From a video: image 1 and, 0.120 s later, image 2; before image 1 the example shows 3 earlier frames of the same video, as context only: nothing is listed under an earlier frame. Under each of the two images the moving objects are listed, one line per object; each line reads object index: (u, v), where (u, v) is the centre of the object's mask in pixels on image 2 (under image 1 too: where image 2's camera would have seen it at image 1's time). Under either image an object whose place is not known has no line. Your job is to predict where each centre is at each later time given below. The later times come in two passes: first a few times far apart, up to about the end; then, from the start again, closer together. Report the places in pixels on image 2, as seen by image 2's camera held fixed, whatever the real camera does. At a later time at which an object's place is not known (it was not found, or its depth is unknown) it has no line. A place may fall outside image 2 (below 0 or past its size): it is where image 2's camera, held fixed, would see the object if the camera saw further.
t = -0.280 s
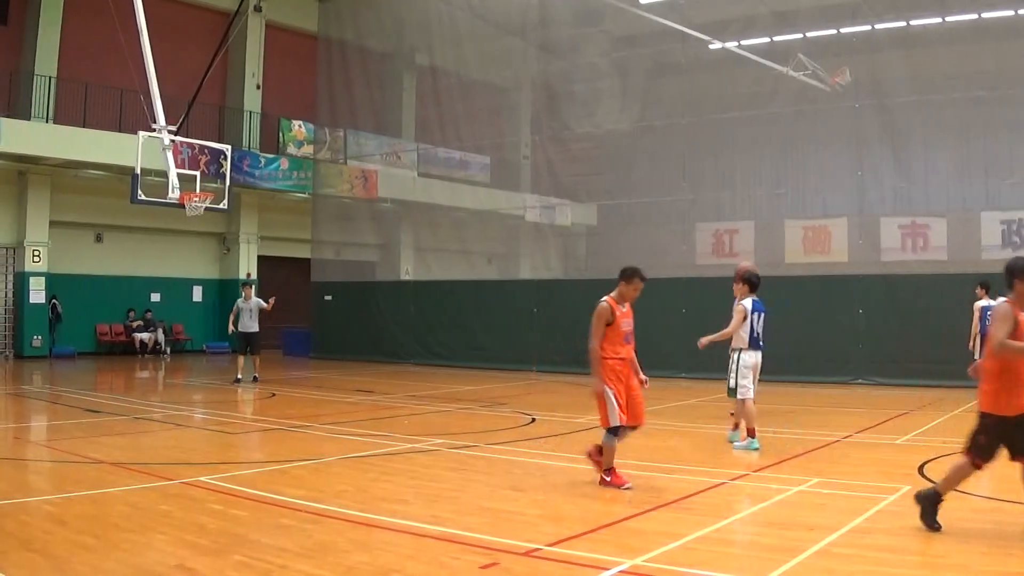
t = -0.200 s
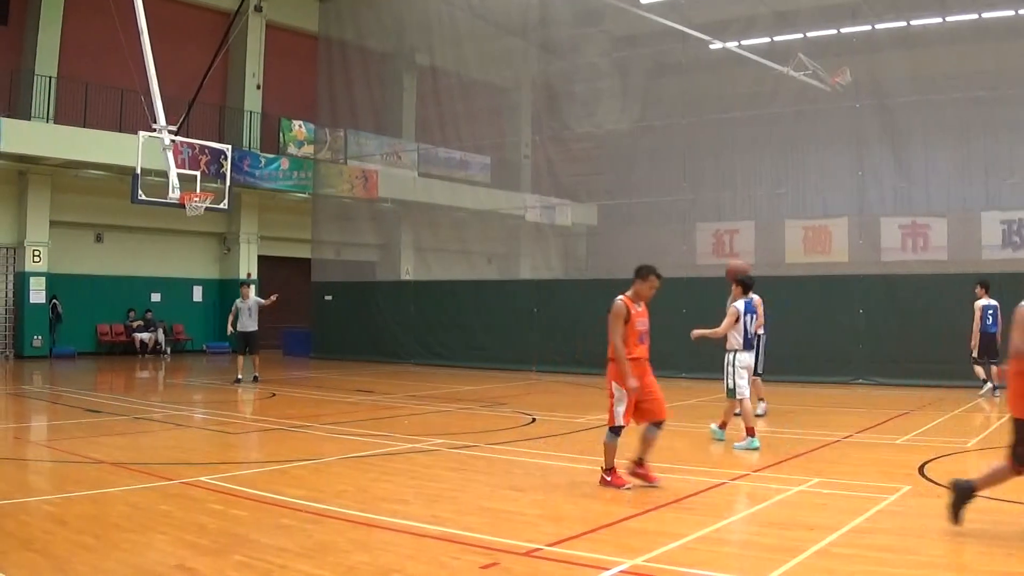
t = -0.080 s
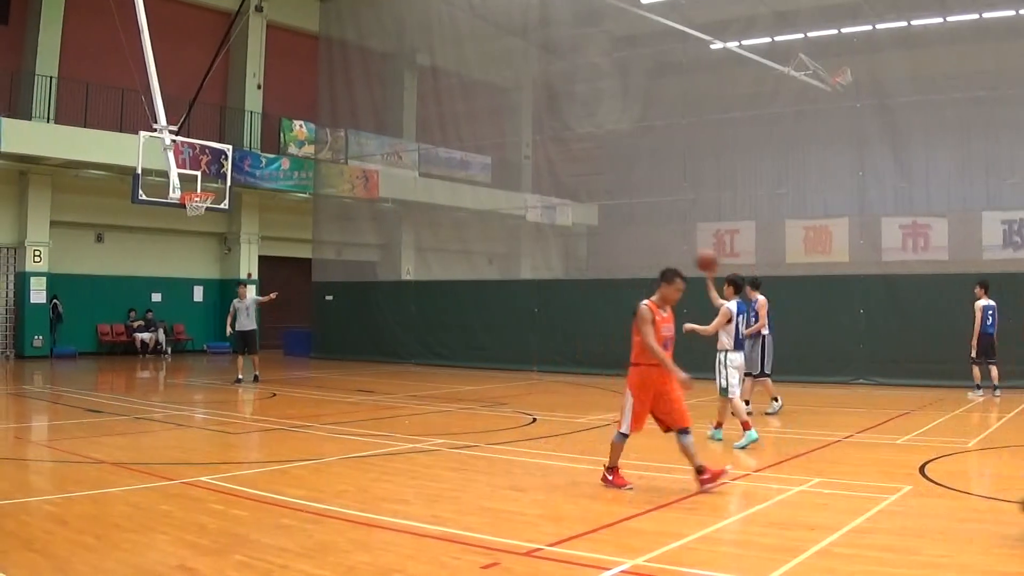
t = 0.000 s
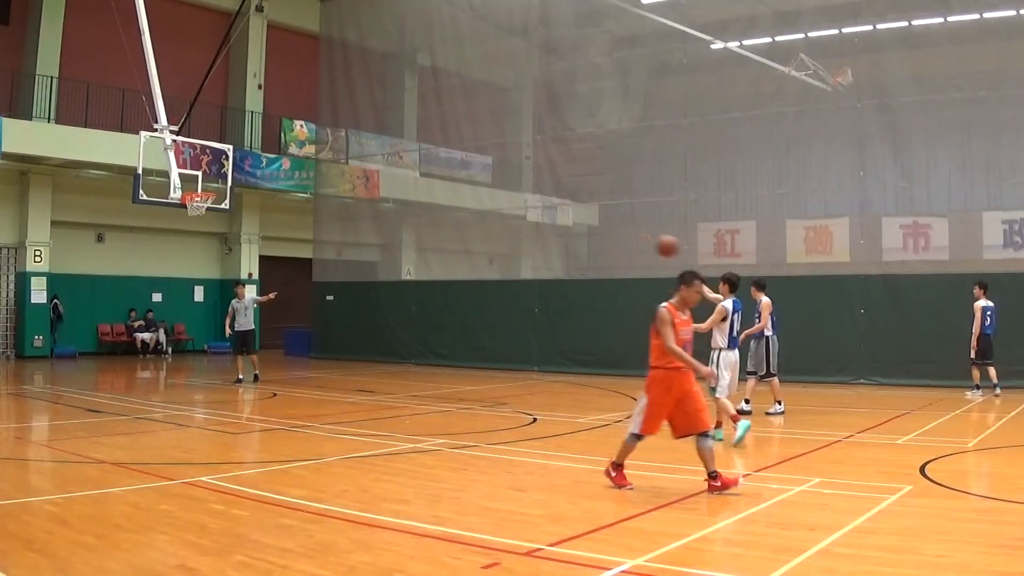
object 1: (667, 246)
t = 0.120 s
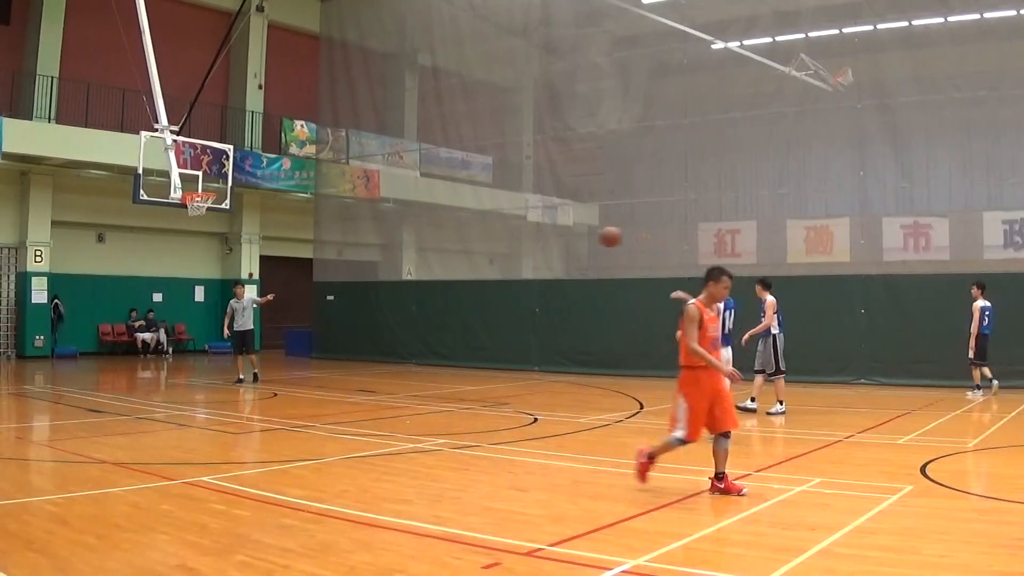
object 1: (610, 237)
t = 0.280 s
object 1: (543, 244)
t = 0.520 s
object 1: (455, 289)
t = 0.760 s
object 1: (384, 364)
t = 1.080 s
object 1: (331, 331)
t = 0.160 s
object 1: (593, 237)
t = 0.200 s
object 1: (575, 238)
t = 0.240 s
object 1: (558, 241)
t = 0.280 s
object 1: (543, 244)
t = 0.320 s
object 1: (527, 249)
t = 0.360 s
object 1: (512, 254)
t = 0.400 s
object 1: (497, 262)
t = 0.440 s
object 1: (483, 269)
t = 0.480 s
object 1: (468, 279)
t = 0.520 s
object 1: (455, 289)
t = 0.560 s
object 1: (442, 300)
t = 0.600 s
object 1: (430, 311)
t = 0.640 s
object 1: (418, 323)
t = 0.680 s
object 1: (406, 336)
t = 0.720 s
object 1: (394, 349)
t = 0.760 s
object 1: (384, 364)
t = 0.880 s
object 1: (357, 379)
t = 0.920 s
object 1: (351, 367)
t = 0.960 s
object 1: (347, 356)
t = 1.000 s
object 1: (342, 347)
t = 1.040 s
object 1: (337, 338)
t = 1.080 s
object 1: (331, 331)
